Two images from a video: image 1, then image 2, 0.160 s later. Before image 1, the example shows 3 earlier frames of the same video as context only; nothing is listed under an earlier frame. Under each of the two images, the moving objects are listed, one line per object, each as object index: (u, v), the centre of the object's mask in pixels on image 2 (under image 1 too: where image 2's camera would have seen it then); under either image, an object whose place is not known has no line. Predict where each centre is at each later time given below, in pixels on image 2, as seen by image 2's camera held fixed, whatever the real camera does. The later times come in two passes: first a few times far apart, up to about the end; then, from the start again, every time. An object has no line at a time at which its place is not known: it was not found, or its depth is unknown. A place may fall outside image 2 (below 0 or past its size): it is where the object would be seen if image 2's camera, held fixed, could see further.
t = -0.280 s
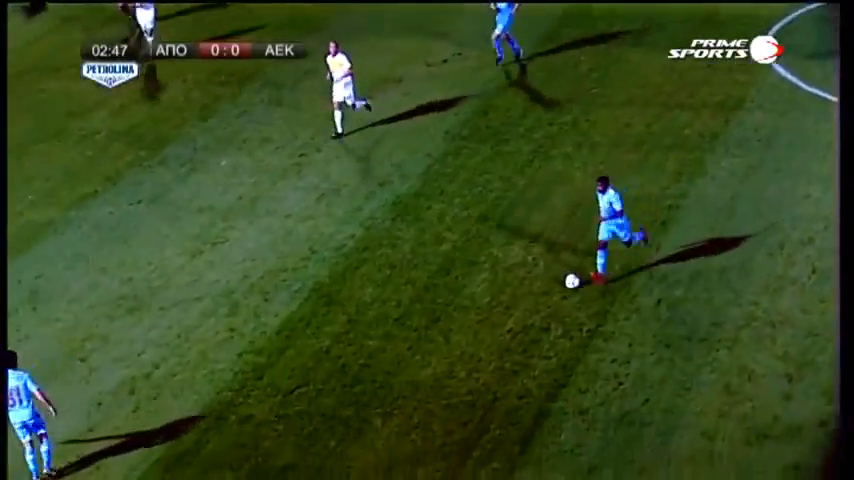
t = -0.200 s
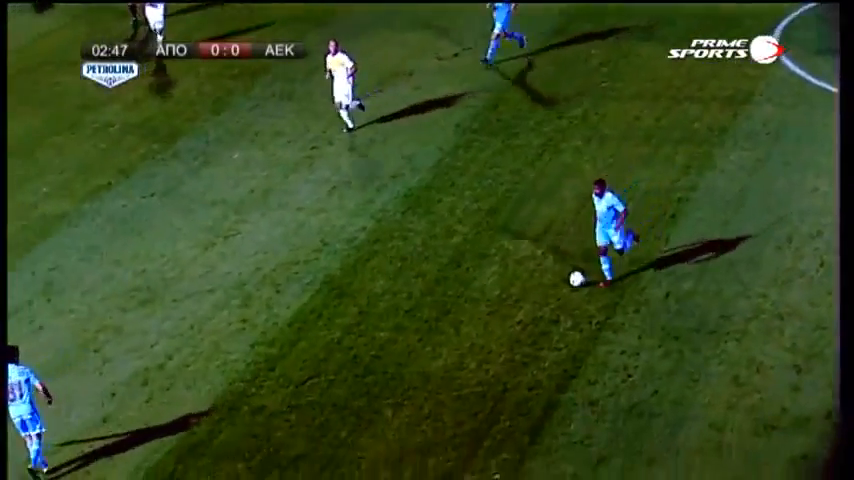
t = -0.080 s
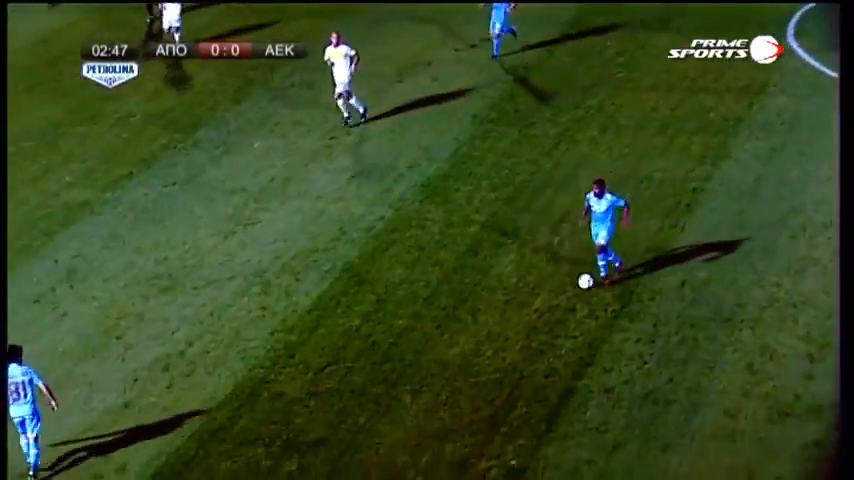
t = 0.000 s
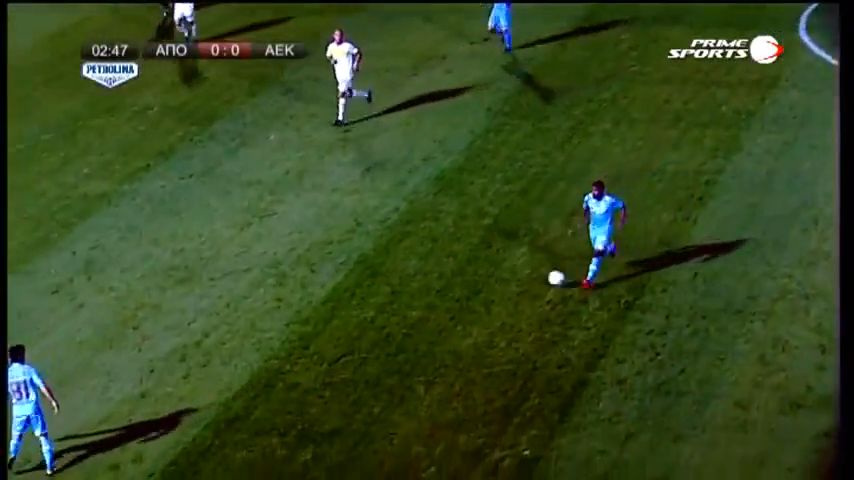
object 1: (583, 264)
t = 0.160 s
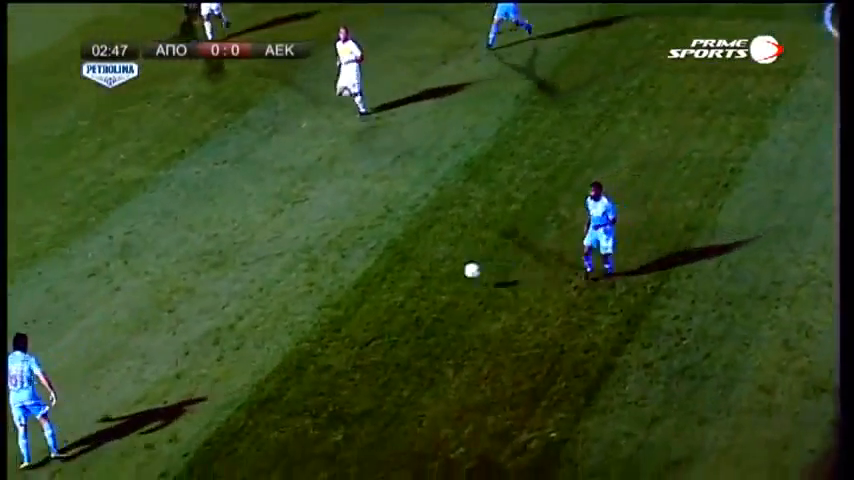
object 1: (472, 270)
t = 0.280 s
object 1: (386, 287)
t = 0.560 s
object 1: (199, 320)
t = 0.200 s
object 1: (444, 274)
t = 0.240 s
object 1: (415, 280)
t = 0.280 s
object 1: (386, 287)
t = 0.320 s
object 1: (359, 294)
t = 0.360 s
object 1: (330, 303)
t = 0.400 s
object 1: (302, 313)
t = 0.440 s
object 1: (275, 318)
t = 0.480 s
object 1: (250, 318)
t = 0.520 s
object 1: (225, 318)
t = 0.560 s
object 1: (199, 320)
